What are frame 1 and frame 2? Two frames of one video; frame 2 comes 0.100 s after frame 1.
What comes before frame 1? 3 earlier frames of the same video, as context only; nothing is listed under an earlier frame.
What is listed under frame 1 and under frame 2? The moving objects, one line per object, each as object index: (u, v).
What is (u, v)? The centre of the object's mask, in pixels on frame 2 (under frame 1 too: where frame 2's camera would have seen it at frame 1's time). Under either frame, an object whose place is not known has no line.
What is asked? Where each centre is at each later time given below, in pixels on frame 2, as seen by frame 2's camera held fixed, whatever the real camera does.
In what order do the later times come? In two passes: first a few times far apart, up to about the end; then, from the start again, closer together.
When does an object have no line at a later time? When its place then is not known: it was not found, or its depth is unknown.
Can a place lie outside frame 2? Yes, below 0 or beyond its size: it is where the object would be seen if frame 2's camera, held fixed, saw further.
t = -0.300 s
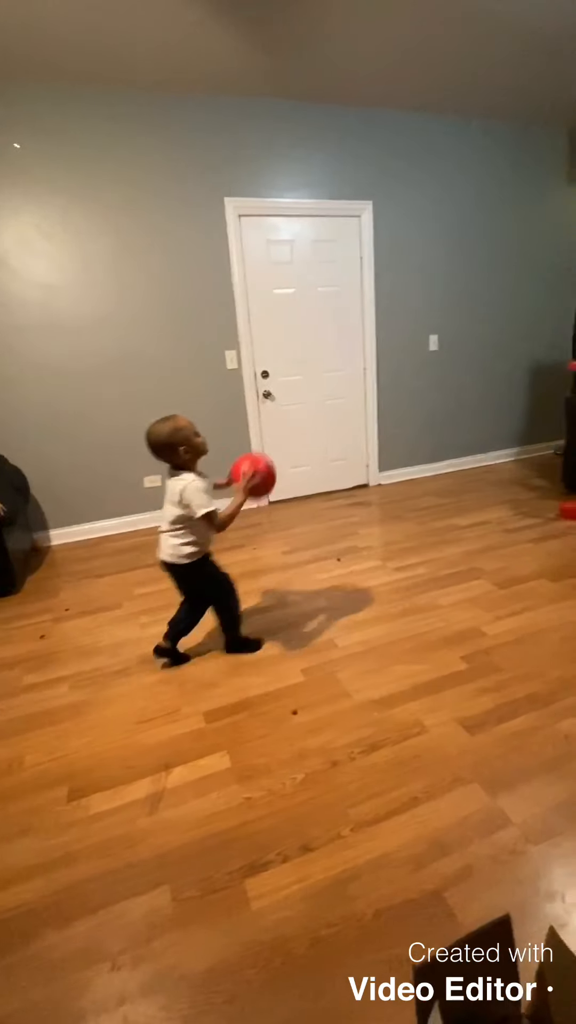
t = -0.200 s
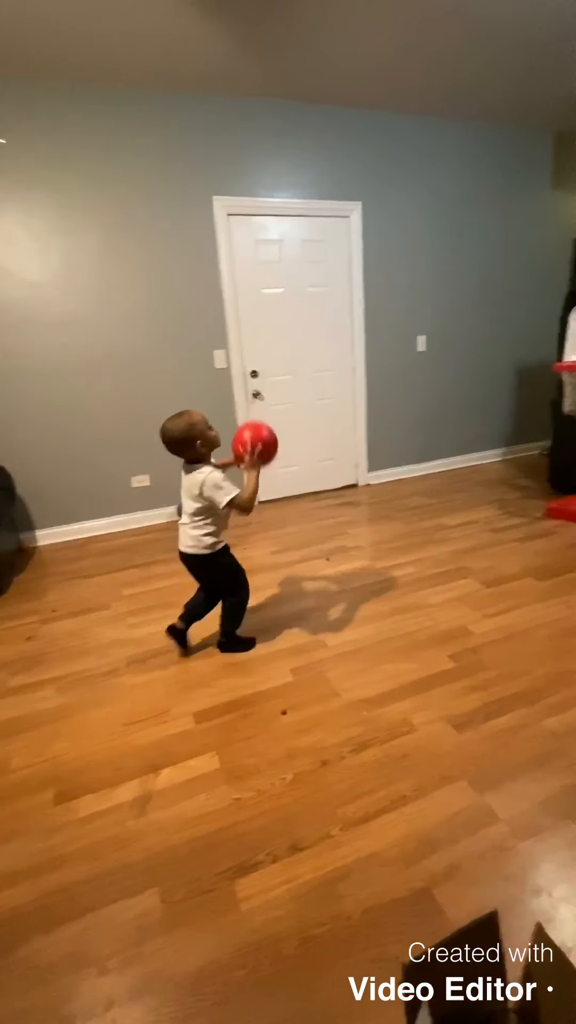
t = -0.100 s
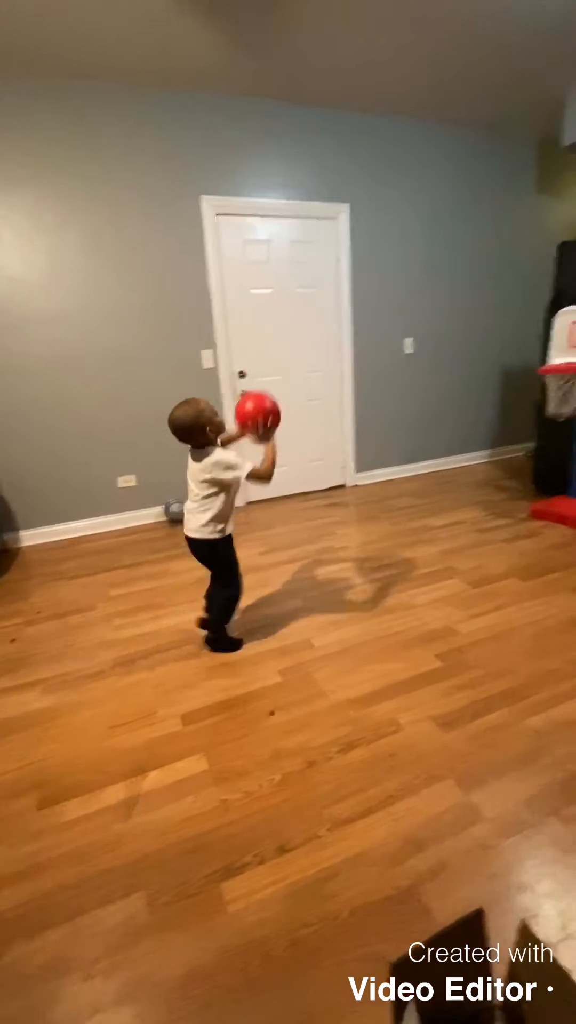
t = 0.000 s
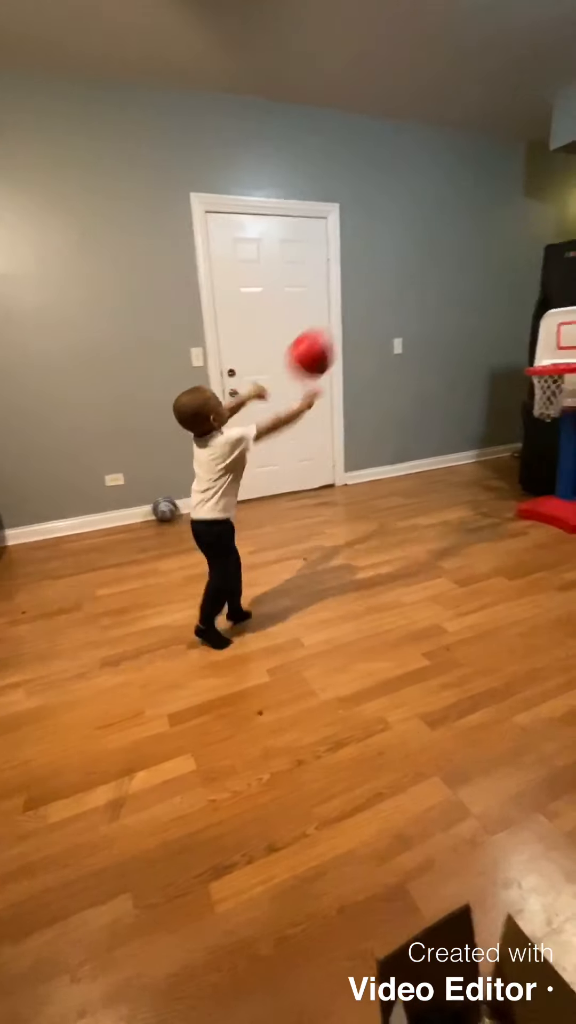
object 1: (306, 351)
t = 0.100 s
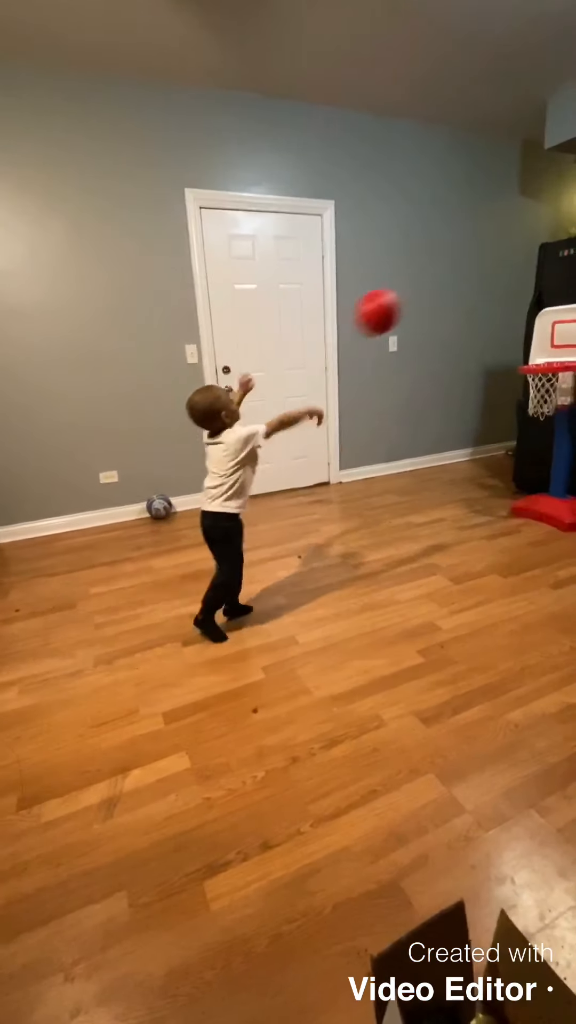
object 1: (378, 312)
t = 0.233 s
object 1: (456, 302)
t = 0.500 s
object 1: (558, 393)
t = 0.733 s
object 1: (560, 471)
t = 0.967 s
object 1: (559, 490)
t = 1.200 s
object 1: (549, 501)
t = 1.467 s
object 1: (534, 534)
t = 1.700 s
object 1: (525, 561)
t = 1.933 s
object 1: (516, 573)
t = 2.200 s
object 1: (505, 589)
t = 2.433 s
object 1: (493, 601)
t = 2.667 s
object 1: (481, 613)
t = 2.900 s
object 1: (468, 624)
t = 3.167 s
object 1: (441, 643)
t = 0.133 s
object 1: (399, 305)
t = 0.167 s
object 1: (420, 302)
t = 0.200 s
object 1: (439, 301)
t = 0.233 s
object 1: (456, 302)
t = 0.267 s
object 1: (473, 306)
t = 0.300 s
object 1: (488, 312)
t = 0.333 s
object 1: (502, 319)
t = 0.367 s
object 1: (516, 329)
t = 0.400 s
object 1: (526, 339)
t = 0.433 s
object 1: (537, 351)
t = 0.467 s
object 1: (549, 358)
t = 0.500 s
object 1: (558, 393)
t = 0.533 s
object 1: (558, 390)
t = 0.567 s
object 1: (558, 401)
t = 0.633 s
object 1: (559, 422)
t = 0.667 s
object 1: (560, 437)
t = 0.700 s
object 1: (560, 453)
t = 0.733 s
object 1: (560, 471)
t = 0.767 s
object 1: (561, 491)
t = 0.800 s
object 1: (563, 515)
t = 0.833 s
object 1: (560, 523)
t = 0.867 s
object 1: (560, 513)
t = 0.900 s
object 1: (560, 505)
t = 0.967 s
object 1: (559, 490)
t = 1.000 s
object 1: (558, 487)
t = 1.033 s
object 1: (558, 484)
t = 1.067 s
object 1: (557, 484)
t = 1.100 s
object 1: (555, 485)
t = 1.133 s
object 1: (553, 489)
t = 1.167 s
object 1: (550, 494)
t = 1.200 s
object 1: (549, 501)
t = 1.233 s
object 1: (545, 510)
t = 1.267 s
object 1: (542, 523)
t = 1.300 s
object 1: (539, 535)
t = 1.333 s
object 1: (536, 549)
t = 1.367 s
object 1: (536, 543)
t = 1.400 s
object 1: (535, 538)
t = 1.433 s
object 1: (535, 535)
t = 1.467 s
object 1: (534, 534)
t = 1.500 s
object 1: (533, 534)
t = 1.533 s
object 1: (532, 537)
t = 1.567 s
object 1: (531, 541)
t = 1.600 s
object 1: (529, 549)
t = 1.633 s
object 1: (527, 559)
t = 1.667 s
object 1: (526, 563)
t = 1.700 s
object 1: (525, 561)
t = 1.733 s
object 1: (524, 560)
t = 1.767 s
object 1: (523, 561)
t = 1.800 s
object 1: (522, 563)
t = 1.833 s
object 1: (520, 569)
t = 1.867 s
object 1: (518, 573)
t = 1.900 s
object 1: (517, 573)
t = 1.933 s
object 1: (516, 573)
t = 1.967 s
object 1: (515, 577)
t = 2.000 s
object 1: (513, 579)
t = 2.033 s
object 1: (512, 580)
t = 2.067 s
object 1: (511, 582)
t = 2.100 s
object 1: (509, 584)
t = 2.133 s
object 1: (508, 585)
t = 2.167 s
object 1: (506, 587)
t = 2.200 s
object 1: (505, 589)
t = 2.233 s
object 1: (503, 591)
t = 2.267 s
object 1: (502, 593)
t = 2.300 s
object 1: (500, 595)
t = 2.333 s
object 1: (499, 597)
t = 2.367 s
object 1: (497, 598)
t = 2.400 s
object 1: (495, 600)
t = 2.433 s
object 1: (493, 601)
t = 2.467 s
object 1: (492, 603)
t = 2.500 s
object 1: (490, 605)
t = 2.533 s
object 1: (488, 607)
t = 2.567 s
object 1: (486, 608)
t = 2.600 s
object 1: (485, 610)
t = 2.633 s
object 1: (483, 612)
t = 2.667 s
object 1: (481, 613)
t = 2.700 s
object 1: (479, 615)
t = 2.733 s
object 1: (477, 617)
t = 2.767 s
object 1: (476, 618)
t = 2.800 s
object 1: (474, 620)
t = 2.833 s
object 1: (472, 621)
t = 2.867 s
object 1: (470, 622)
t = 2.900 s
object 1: (468, 624)
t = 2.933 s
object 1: (466, 626)
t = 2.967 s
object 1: (464, 628)
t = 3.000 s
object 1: (462, 631)
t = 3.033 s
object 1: (460, 633)
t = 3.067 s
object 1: (459, 635)
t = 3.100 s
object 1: (457, 638)
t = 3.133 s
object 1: (450, 640)
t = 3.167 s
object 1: (441, 643)
